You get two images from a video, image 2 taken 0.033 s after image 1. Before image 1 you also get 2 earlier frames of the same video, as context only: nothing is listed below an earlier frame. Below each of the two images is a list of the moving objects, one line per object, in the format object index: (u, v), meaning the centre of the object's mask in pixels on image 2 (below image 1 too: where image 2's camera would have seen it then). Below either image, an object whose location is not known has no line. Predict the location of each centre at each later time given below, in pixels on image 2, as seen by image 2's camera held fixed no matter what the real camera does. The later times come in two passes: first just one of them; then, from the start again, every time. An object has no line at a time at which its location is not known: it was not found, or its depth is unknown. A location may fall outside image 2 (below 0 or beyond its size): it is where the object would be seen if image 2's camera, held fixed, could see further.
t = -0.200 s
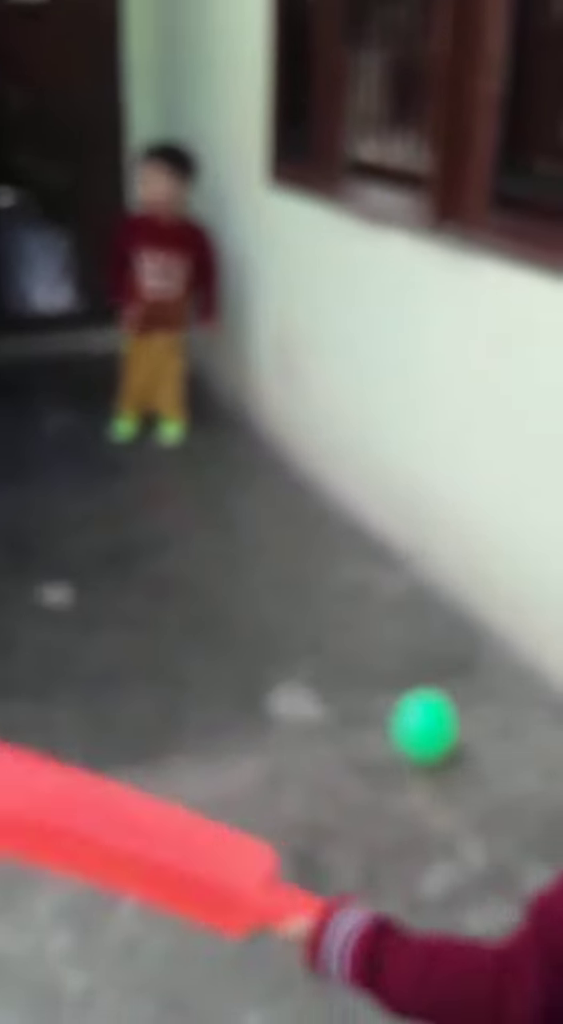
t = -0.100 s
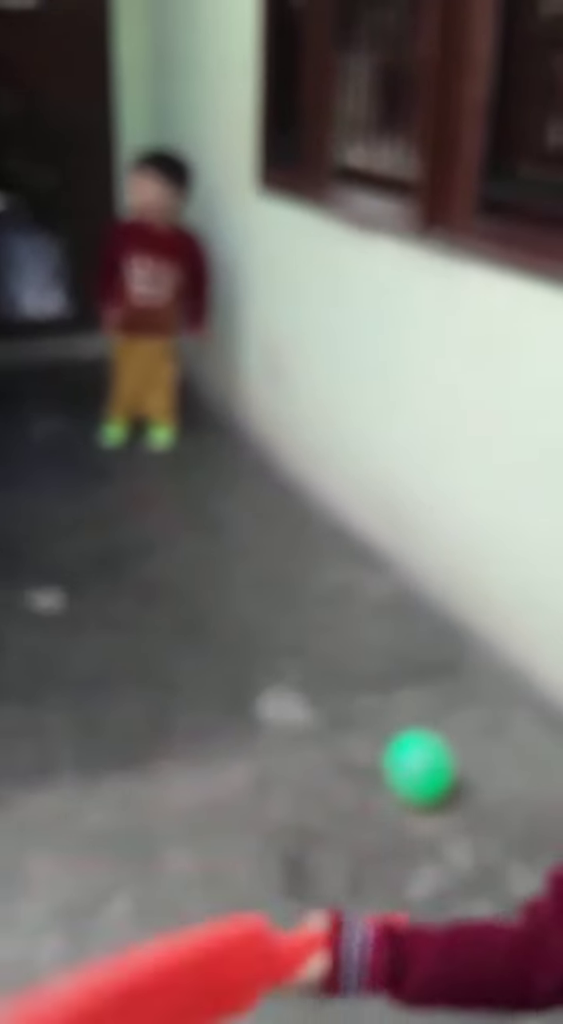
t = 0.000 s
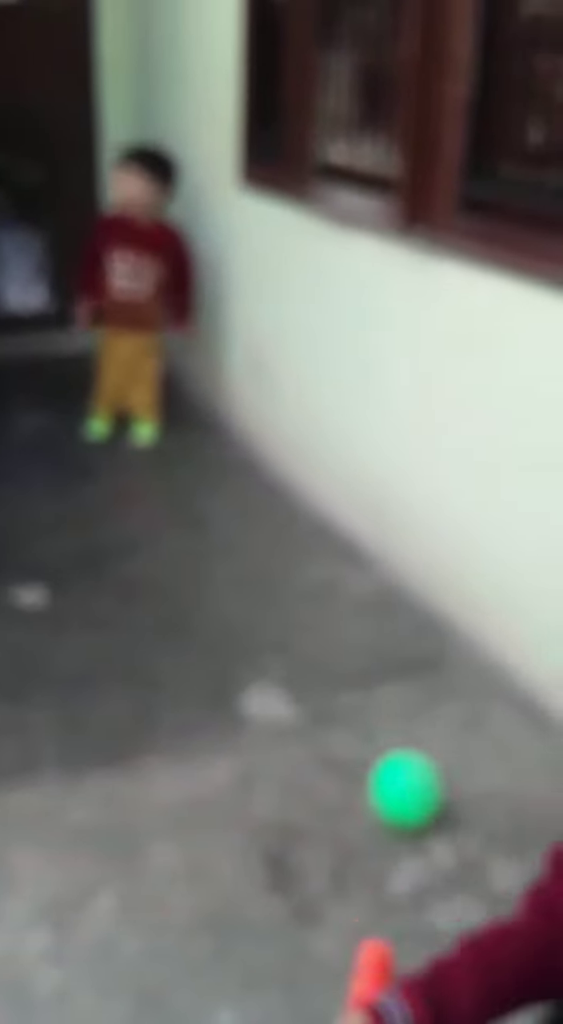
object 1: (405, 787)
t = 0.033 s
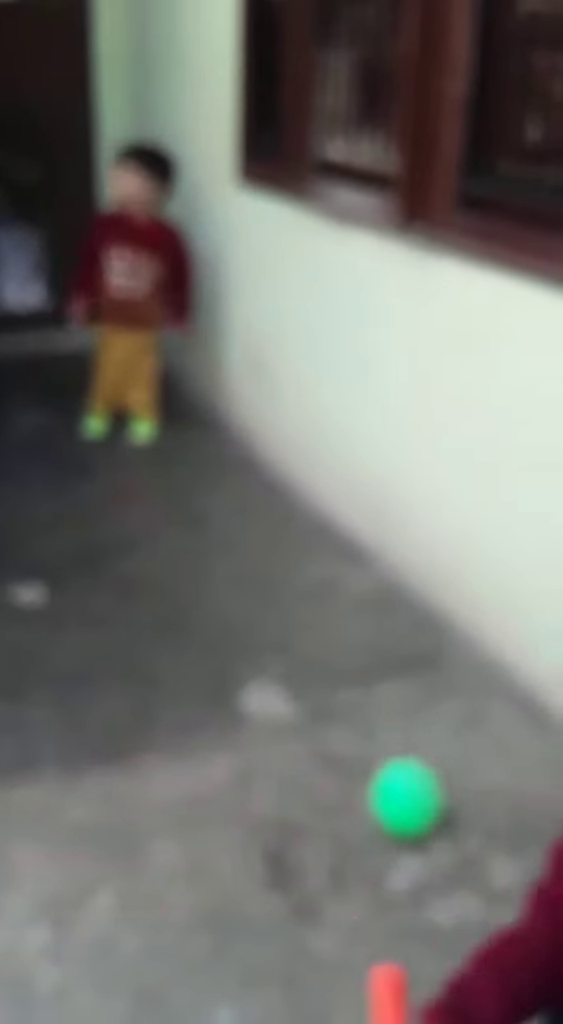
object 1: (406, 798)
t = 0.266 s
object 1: (421, 885)
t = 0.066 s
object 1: (409, 806)
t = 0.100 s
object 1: (410, 819)
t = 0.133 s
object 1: (413, 831)
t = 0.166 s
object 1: (416, 843)
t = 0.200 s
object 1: (417, 858)
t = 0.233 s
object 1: (419, 869)
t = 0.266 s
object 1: (421, 885)
